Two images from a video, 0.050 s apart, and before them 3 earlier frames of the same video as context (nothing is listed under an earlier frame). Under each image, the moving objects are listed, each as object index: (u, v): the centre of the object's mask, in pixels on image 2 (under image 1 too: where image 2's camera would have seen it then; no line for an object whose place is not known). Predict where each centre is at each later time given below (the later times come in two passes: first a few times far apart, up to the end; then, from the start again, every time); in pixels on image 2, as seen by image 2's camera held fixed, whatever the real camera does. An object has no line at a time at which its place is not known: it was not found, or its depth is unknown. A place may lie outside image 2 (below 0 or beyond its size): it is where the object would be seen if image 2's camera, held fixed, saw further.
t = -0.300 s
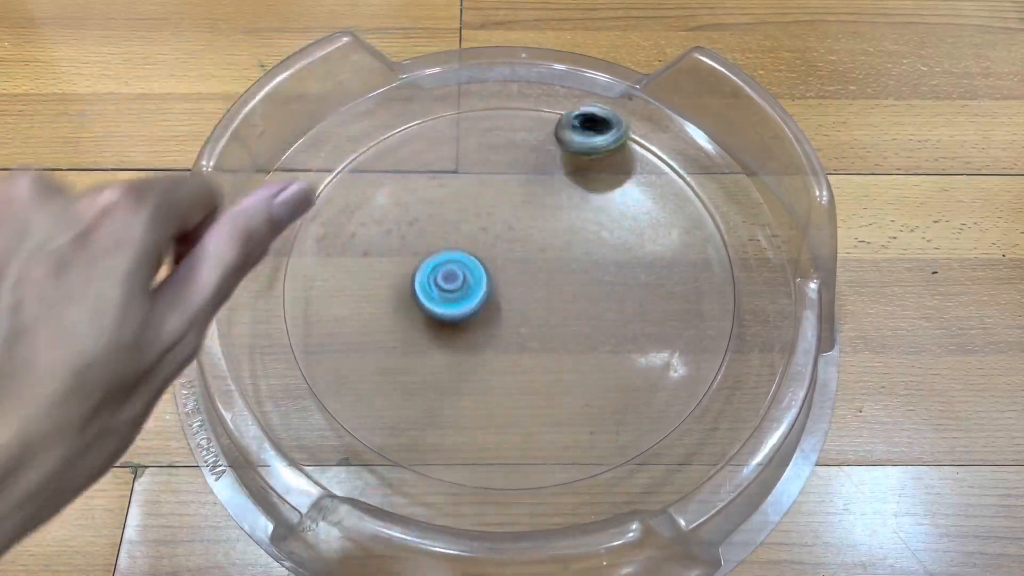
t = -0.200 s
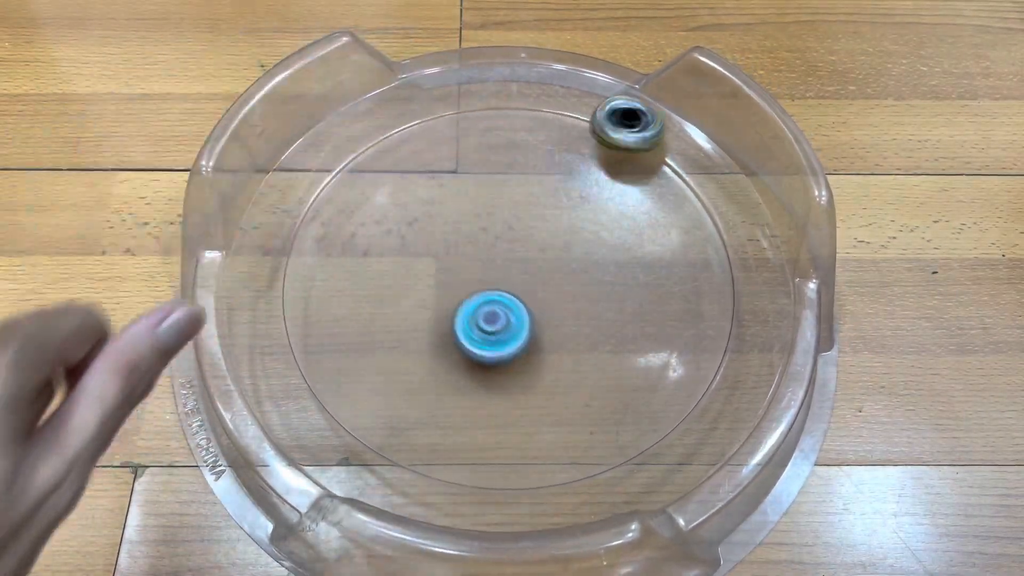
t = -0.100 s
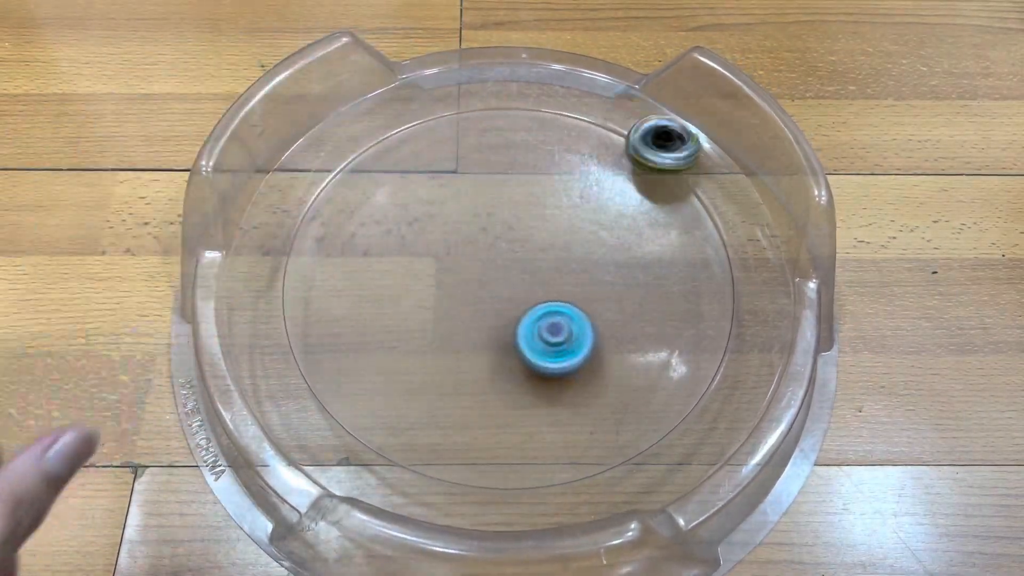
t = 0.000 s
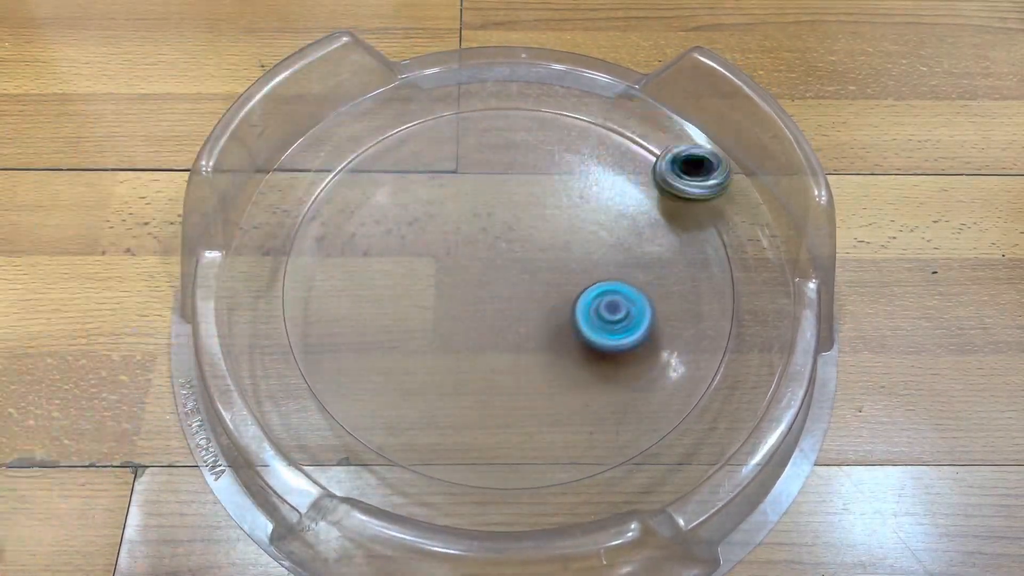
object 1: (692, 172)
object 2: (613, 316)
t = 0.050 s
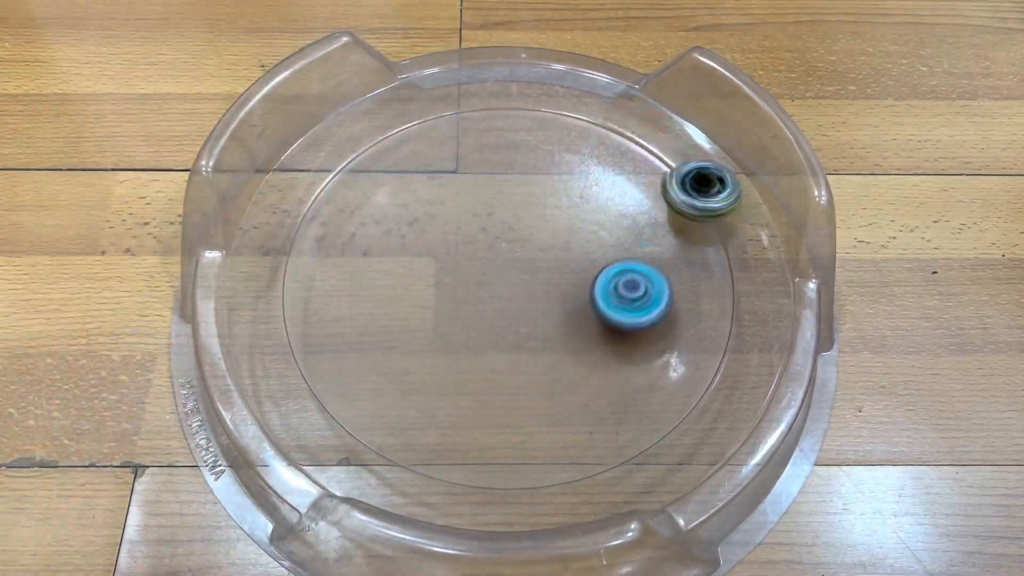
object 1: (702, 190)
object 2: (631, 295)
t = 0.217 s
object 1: (750, 250)
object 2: (595, 223)
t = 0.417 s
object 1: (722, 335)
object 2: (489, 225)
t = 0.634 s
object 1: (650, 391)
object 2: (458, 326)
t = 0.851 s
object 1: (575, 438)
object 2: (556, 352)
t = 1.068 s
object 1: (482, 455)
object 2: (599, 273)
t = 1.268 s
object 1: (404, 440)
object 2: (513, 232)
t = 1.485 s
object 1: (361, 380)
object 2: (436, 291)
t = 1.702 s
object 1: (355, 314)
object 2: (490, 363)
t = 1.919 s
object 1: (356, 251)
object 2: (574, 308)
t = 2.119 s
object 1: (378, 202)
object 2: (524, 235)
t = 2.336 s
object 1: (385, 134)
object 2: (464, 275)
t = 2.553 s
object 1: (405, 133)
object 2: (504, 317)
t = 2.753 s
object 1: (441, 173)
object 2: (540, 265)
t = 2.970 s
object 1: (471, 177)
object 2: (512, 258)
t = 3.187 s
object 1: (529, 195)
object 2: (508, 284)
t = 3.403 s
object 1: (588, 210)
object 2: (525, 271)
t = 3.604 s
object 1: (635, 199)
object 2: (505, 285)
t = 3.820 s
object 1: (619, 230)
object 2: (518, 286)
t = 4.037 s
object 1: (714, 242)
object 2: (405, 288)
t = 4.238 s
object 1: (741, 298)
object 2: (271, 324)
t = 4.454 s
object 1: (548, 298)
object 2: (272, 402)
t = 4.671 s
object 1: (465, 202)
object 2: (350, 437)
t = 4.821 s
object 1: (493, 195)
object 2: (431, 419)
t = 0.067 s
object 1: (704, 195)
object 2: (635, 287)
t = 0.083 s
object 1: (709, 199)
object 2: (638, 278)
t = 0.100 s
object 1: (713, 205)
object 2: (639, 270)
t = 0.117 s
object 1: (715, 210)
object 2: (641, 261)
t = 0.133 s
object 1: (715, 218)
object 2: (640, 253)
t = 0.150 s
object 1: (723, 220)
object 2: (633, 246)
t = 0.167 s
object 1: (736, 223)
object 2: (622, 240)
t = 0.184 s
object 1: (748, 226)
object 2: (612, 235)
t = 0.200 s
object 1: (749, 239)
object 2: (603, 229)
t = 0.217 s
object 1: (750, 250)
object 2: (595, 223)
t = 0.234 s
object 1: (749, 260)
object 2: (587, 218)
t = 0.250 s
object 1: (748, 270)
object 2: (579, 214)
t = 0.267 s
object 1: (748, 279)
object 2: (571, 211)
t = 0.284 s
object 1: (747, 286)
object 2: (562, 209)
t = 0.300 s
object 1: (745, 293)
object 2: (553, 208)
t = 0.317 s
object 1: (743, 300)
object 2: (544, 208)
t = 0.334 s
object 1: (742, 306)
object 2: (534, 209)
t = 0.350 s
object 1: (740, 311)
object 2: (525, 210)
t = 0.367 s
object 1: (737, 317)
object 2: (515, 213)
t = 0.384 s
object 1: (733, 323)
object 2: (506, 216)
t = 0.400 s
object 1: (727, 329)
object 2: (498, 220)
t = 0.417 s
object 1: (722, 335)
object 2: (489, 225)
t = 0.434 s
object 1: (718, 339)
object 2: (481, 231)
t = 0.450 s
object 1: (712, 344)
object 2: (474, 237)
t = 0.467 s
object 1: (707, 349)
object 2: (468, 244)
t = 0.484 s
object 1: (702, 355)
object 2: (463, 251)
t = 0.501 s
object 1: (696, 360)
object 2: (458, 259)
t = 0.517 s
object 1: (691, 364)
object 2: (455, 267)
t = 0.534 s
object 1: (686, 368)
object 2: (452, 275)
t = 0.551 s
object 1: (680, 374)
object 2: (451, 284)
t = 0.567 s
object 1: (674, 377)
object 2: (450, 292)
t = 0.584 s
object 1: (669, 381)
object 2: (451, 301)
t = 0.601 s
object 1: (663, 385)
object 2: (452, 310)
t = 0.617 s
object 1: (655, 388)
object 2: (455, 318)
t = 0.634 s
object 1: (650, 391)
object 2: (458, 326)
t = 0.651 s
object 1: (643, 396)
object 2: (463, 333)
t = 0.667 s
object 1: (636, 398)
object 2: (469, 341)
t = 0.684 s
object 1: (629, 400)
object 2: (475, 347)
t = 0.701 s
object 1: (621, 404)
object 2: (483, 353)
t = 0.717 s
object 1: (613, 406)
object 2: (491, 358)
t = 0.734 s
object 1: (607, 407)
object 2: (500, 362)
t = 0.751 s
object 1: (599, 410)
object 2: (510, 365)
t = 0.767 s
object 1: (591, 412)
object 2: (519, 367)
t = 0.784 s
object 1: (584, 413)
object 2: (525, 367)
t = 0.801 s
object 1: (581, 417)
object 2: (532, 362)
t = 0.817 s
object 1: (579, 421)
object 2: (540, 356)
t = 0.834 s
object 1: (578, 427)
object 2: (548, 355)
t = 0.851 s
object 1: (575, 438)
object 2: (556, 352)
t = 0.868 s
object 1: (568, 444)
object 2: (563, 349)
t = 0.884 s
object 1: (561, 447)
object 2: (570, 343)
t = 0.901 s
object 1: (553, 450)
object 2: (577, 340)
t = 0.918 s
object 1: (543, 454)
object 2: (583, 335)
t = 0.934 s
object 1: (536, 453)
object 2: (589, 329)
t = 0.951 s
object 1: (528, 455)
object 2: (593, 323)
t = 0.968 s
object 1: (520, 455)
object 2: (598, 317)
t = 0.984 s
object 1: (514, 455)
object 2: (601, 310)
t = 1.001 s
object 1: (506, 456)
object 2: (603, 303)
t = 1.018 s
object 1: (500, 455)
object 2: (603, 296)
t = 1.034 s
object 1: (494, 456)
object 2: (603, 288)
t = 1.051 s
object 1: (487, 455)
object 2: (601, 280)
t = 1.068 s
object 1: (482, 455)
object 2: (599, 273)
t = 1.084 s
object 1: (473, 456)
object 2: (595, 267)
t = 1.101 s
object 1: (467, 455)
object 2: (591, 261)
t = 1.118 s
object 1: (461, 455)
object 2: (585, 255)
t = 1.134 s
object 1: (454, 454)
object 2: (579, 250)
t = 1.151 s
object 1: (449, 453)
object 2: (572, 245)
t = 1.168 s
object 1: (440, 452)
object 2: (564, 241)
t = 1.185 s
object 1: (434, 450)
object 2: (556, 238)
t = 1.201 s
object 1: (428, 450)
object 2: (548, 235)
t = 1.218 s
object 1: (422, 447)
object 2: (539, 233)
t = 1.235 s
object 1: (416, 446)
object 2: (530, 232)
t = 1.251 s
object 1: (409, 443)
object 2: (522, 232)
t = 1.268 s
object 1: (404, 440)
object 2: (513, 232)
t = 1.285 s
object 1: (398, 437)
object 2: (504, 234)
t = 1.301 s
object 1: (394, 433)
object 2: (496, 236)
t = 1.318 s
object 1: (389, 429)
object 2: (487, 238)
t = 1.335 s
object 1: (384, 424)
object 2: (480, 241)
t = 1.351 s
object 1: (381, 420)
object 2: (472, 244)
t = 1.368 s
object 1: (377, 416)
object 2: (465, 249)
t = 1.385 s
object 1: (375, 411)
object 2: (459, 254)
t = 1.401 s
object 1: (372, 405)
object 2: (453, 259)
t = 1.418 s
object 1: (369, 400)
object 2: (448, 264)
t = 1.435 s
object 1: (367, 395)
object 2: (444, 270)
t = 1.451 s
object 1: (365, 390)
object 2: (441, 277)
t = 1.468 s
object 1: (363, 385)
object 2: (438, 284)
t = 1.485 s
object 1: (361, 380)
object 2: (436, 291)
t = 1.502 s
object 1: (360, 375)
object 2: (435, 299)
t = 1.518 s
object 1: (359, 369)
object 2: (435, 307)
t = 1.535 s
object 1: (358, 365)
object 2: (435, 313)
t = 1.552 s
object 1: (357, 359)
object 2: (436, 320)
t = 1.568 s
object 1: (357, 354)
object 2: (439, 326)
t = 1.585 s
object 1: (357, 348)
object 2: (443, 333)
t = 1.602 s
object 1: (356, 343)
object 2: (448, 339)
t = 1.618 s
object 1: (356, 338)
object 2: (454, 344)
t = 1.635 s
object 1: (355, 333)
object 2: (461, 350)
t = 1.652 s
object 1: (355, 328)
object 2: (468, 355)
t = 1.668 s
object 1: (355, 323)
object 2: (475, 359)
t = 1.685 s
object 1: (355, 318)
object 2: (482, 362)
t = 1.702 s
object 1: (355, 314)
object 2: (490, 363)
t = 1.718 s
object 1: (355, 309)
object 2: (499, 364)
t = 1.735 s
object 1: (356, 304)
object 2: (508, 364)
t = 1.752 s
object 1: (355, 299)
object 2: (518, 363)
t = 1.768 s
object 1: (355, 293)
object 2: (528, 361)
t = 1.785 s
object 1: (355, 289)
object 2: (536, 358)
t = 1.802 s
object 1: (354, 284)
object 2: (545, 354)
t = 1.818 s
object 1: (356, 280)
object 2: (552, 350)
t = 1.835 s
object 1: (356, 275)
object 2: (558, 344)
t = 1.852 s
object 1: (355, 269)
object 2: (563, 338)
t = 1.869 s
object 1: (355, 265)
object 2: (567, 331)
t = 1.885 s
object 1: (355, 260)
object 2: (571, 324)
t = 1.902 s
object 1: (356, 256)
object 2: (573, 316)
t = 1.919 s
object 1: (356, 251)
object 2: (574, 308)
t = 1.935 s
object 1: (356, 246)
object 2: (575, 301)
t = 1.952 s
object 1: (357, 241)
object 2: (574, 293)
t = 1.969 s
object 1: (358, 238)
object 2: (573, 285)
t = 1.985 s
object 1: (360, 233)
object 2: (570, 278)
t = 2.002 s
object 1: (361, 229)
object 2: (567, 271)
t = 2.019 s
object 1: (362, 224)
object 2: (563, 265)
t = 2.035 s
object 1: (364, 219)
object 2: (558, 258)
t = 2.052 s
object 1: (366, 216)
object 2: (552, 252)
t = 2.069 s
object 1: (369, 212)
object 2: (546, 247)
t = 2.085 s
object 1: (372, 209)
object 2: (539, 243)
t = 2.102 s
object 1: (375, 204)
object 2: (532, 238)
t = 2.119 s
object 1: (378, 202)
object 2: (524, 235)
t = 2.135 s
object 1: (382, 200)
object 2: (516, 232)
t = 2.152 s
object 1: (387, 196)
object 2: (508, 230)
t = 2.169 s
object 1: (391, 194)
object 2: (499, 229)
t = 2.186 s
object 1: (395, 192)
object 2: (491, 228)
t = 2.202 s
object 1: (399, 190)
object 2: (482, 228)
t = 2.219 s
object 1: (405, 189)
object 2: (474, 229)
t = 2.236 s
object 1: (401, 180)
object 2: (472, 234)
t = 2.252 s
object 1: (394, 169)
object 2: (472, 241)
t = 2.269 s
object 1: (390, 157)
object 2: (473, 251)
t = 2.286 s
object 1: (388, 149)
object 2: (471, 258)
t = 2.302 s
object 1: (386, 142)
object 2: (469, 265)
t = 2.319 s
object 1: (385, 137)
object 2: (466, 270)
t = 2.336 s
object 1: (385, 134)
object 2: (464, 275)
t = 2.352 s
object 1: (386, 130)
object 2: (462, 280)
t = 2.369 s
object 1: (386, 127)
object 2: (461, 285)
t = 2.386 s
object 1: (388, 127)
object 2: (462, 290)
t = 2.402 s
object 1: (391, 128)
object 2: (462, 295)
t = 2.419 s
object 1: (393, 129)
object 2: (465, 299)
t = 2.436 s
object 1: (396, 130)
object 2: (468, 304)
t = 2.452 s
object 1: (398, 130)
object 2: (471, 308)
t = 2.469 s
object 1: (400, 132)
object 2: (475, 311)
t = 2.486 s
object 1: (401, 131)
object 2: (481, 313)
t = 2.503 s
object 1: (402, 132)
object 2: (487, 316)
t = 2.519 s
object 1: (403, 131)
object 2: (493, 317)
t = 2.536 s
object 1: (405, 132)
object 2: (498, 317)
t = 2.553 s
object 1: (405, 133)
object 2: (504, 317)
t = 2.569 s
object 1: (408, 134)
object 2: (510, 316)
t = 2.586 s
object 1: (409, 137)
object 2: (516, 314)
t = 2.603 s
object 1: (412, 140)
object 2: (521, 312)
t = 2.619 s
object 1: (414, 143)
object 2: (526, 308)
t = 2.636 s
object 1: (418, 147)
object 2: (531, 304)
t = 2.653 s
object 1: (420, 151)
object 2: (535, 300)
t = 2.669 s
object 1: (424, 155)
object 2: (538, 295)
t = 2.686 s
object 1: (427, 159)
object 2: (540, 289)
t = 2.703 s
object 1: (429, 161)
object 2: (541, 283)
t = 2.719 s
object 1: (434, 166)
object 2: (542, 277)
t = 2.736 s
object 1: (436, 168)
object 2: (542, 270)
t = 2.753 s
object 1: (441, 173)
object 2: (540, 265)
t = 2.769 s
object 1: (444, 176)
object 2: (538, 259)
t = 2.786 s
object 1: (449, 180)
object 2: (535, 254)
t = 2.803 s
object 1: (453, 182)
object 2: (532, 250)
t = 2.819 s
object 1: (457, 185)
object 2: (528, 246)
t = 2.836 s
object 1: (461, 189)
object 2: (523, 242)
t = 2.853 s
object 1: (464, 189)
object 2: (519, 240)
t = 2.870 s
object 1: (461, 182)
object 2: (521, 246)
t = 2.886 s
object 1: (459, 177)
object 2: (521, 250)
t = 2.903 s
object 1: (458, 174)
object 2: (520, 254)
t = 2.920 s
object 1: (459, 173)
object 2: (519, 256)
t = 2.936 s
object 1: (461, 173)
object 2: (517, 257)
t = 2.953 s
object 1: (465, 174)
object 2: (515, 258)
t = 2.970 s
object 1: (471, 177)
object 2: (512, 258)
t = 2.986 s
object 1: (476, 177)
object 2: (509, 258)
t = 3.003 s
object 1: (482, 178)
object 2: (507, 259)
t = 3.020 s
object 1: (486, 179)
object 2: (505, 260)
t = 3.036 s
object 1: (491, 180)
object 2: (504, 262)
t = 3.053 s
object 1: (494, 181)
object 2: (502, 265)
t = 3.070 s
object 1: (499, 182)
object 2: (501, 267)
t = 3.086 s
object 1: (503, 185)
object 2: (500, 270)
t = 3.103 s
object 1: (507, 186)
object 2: (500, 272)
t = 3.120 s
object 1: (513, 189)
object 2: (500, 275)
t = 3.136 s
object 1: (518, 190)
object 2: (502, 277)
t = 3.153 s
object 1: (523, 192)
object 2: (503, 279)
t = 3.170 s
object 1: (526, 193)
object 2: (505, 282)
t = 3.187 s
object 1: (529, 195)
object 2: (508, 284)
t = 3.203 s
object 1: (533, 197)
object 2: (511, 284)
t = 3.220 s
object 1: (538, 199)
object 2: (514, 285)
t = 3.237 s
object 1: (542, 200)
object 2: (517, 285)
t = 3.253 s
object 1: (546, 202)
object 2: (520, 285)
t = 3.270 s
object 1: (550, 203)
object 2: (523, 284)
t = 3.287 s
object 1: (554, 205)
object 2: (525, 283)
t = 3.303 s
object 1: (558, 207)
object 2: (527, 281)
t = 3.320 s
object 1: (561, 208)
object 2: (528, 279)
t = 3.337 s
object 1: (565, 211)
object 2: (530, 276)
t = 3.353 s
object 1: (570, 212)
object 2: (531, 274)
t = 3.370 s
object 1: (574, 215)
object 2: (531, 272)
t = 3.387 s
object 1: (579, 213)
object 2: (528, 271)
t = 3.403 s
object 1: (588, 210)
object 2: (525, 271)
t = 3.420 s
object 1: (593, 208)
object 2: (521, 270)
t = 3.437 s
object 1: (598, 207)
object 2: (518, 269)
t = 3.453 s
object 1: (601, 206)
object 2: (516, 269)
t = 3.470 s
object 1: (605, 205)
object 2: (514, 269)
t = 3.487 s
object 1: (608, 205)
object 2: (512, 271)
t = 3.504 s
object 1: (612, 204)
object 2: (510, 273)
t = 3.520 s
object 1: (615, 204)
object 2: (508, 275)
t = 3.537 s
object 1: (619, 203)
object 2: (507, 277)
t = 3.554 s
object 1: (623, 202)
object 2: (506, 279)
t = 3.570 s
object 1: (627, 201)
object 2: (505, 282)
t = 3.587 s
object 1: (631, 200)
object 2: (504, 284)
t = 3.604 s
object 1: (635, 199)
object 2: (505, 285)
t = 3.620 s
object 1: (638, 200)
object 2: (506, 287)
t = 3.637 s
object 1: (640, 200)
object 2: (508, 288)
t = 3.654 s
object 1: (642, 203)
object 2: (510, 290)
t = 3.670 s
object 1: (642, 204)
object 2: (512, 291)
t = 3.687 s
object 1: (641, 207)
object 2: (514, 291)
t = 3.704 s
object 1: (641, 209)
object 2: (516, 292)
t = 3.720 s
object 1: (638, 213)
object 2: (517, 292)
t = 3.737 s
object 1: (635, 216)
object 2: (518, 291)
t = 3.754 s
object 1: (632, 219)
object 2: (519, 290)
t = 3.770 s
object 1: (629, 222)
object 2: (519, 289)
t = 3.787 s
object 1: (625, 225)
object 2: (519, 288)
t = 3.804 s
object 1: (623, 228)
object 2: (519, 287)
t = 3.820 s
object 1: (619, 230)
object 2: (518, 286)
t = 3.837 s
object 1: (616, 233)
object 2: (517, 285)
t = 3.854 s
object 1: (611, 236)
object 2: (517, 284)
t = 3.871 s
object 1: (608, 239)
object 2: (516, 284)
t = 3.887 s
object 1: (603, 243)
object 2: (516, 283)
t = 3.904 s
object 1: (601, 246)
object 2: (516, 284)
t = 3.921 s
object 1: (596, 250)
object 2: (515, 284)
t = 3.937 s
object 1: (594, 253)
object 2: (514, 285)
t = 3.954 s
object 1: (590, 257)
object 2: (512, 285)
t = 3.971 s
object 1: (588, 260)
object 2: (511, 285)
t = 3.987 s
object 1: (596, 260)
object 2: (502, 285)
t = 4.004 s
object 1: (637, 253)
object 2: (467, 287)
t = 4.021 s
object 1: (676, 249)
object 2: (435, 288)
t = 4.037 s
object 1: (714, 242)
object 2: (405, 288)
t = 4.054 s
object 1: (745, 233)
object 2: (377, 289)
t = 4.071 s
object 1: (766, 225)
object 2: (354, 288)
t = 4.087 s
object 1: (771, 223)
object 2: (333, 289)
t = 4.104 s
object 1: (774, 224)
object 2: (315, 290)
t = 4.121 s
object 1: (775, 228)
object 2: (299, 292)
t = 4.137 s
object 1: (775, 236)
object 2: (288, 294)
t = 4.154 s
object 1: (773, 247)
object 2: (284, 296)
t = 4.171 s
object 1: (771, 260)
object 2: (282, 299)
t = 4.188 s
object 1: (766, 276)
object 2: (280, 306)
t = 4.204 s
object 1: (758, 294)
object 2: (278, 313)
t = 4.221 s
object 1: (751, 295)
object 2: (274, 317)
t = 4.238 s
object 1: (741, 298)
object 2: (271, 324)
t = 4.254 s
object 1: (731, 304)
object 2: (269, 333)
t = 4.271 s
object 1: (716, 313)
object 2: (266, 337)
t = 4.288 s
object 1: (704, 322)
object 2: (264, 343)
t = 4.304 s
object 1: (690, 324)
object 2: (262, 350)
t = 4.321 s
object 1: (676, 327)
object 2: (261, 356)
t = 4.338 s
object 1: (661, 328)
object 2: (260, 363)
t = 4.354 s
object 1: (644, 327)
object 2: (259, 369)
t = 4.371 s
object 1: (627, 327)
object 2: (258, 375)
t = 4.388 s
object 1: (610, 324)
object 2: (258, 381)
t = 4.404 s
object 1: (593, 321)
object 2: (259, 387)
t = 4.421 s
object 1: (577, 315)
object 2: (262, 392)
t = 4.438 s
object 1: (560, 310)
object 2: (267, 397)
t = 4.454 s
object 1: (548, 298)
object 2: (272, 402)
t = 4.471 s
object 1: (537, 288)
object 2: (276, 407)
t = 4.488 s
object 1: (526, 282)
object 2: (281, 411)
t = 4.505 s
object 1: (513, 276)
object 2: (286, 416)
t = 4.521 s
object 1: (504, 265)
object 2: (291, 420)
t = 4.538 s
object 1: (495, 254)
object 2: (296, 424)
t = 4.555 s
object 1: (486, 245)
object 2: (302, 427)
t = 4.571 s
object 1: (479, 236)
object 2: (308, 430)
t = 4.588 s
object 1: (476, 229)
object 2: (314, 432)
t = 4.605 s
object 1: (472, 224)
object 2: (321, 434)
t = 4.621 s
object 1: (470, 219)
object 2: (327, 436)
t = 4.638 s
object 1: (468, 213)
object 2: (335, 437)
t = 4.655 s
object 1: (466, 206)
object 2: (342, 437)
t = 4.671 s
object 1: (465, 202)
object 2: (350, 437)
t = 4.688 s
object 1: (465, 198)
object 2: (358, 436)
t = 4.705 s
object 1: (465, 196)
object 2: (366, 435)
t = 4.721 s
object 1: (467, 193)
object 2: (375, 433)
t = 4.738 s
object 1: (471, 189)
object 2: (385, 431)
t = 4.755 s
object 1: (477, 188)
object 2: (395, 430)
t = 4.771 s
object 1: (481, 189)
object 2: (403, 427)
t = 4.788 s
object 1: (486, 190)
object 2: (412, 425)
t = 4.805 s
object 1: (490, 192)
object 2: (421, 422)
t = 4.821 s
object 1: (493, 195)
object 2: (431, 419)
